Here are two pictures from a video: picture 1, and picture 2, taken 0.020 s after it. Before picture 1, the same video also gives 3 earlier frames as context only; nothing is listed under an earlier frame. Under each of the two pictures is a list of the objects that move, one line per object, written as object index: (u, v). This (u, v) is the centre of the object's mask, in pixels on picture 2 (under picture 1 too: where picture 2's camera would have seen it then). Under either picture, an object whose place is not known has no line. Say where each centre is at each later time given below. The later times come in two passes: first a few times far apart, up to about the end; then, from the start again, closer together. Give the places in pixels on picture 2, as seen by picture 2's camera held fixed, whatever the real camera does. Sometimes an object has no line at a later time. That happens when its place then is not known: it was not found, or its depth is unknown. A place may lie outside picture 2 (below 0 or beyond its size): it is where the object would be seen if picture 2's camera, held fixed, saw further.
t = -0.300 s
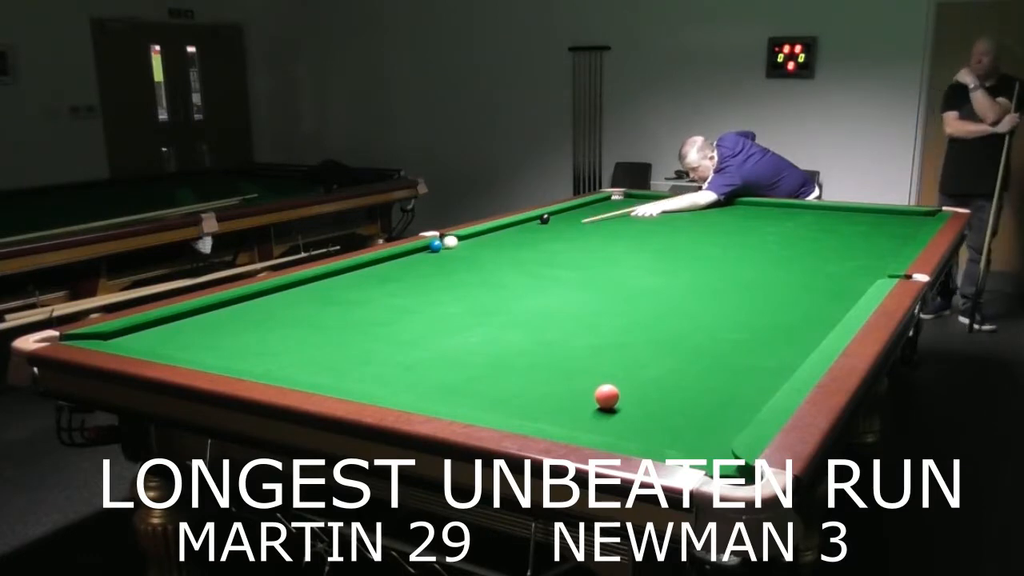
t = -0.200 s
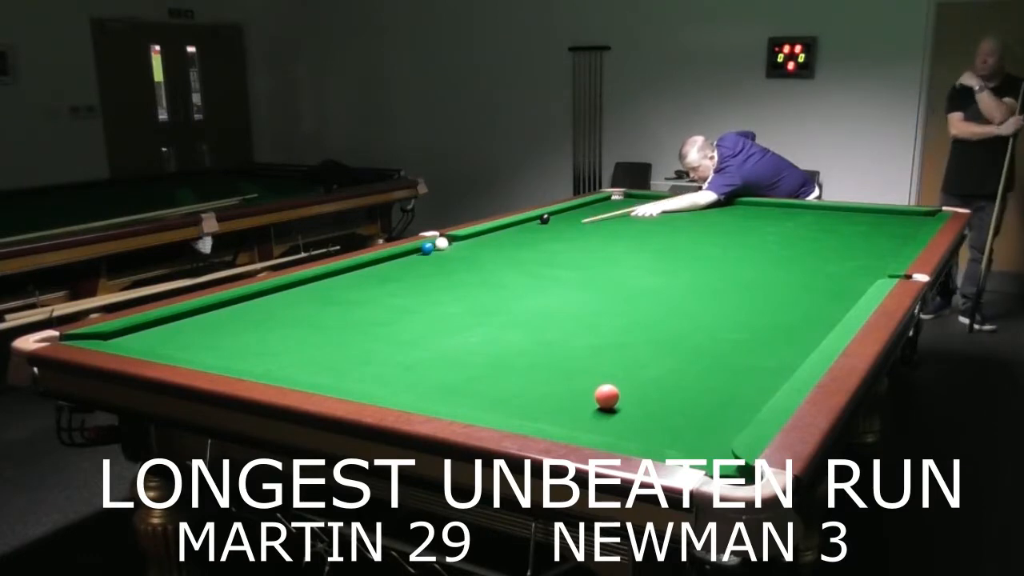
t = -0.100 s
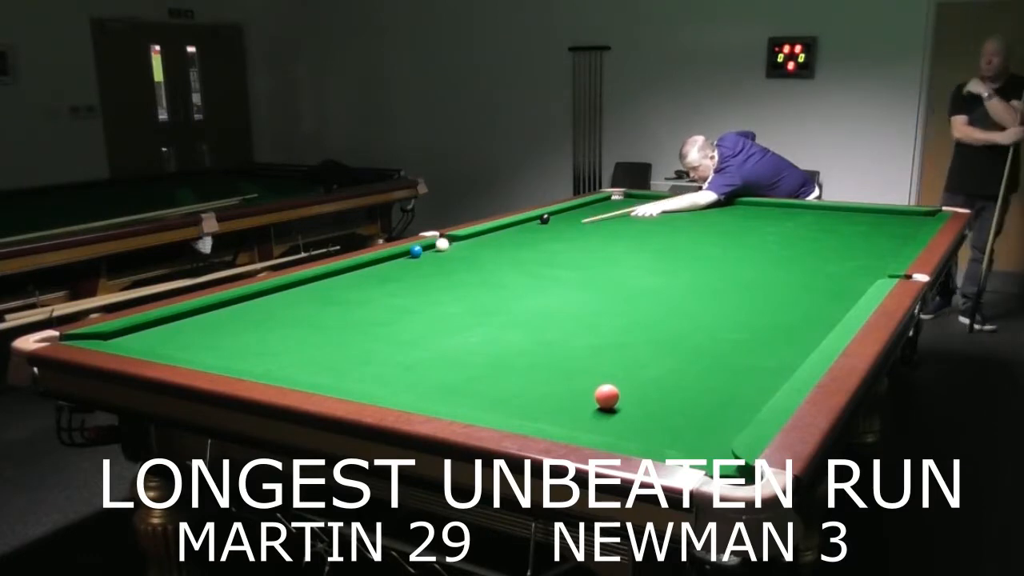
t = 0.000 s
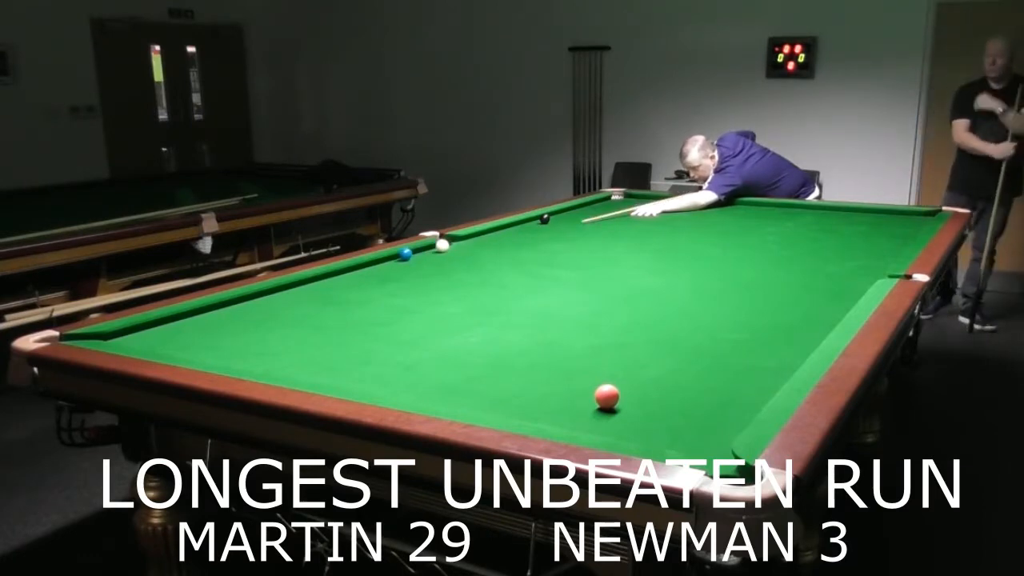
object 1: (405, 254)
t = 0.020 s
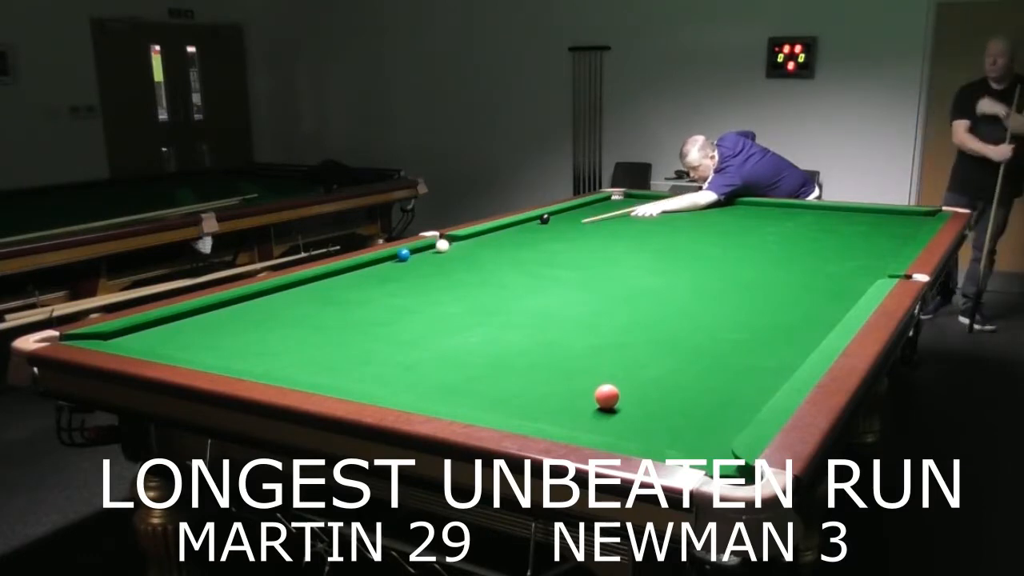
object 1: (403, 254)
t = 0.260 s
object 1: (377, 262)
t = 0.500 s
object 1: (351, 269)
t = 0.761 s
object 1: (321, 277)
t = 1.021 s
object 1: (291, 286)
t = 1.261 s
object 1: (261, 294)
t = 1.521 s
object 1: (228, 303)
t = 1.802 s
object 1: (191, 313)
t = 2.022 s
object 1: (159, 322)
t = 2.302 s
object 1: (123, 332)
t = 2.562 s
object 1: (89, 336)
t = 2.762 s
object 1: (76, 338)
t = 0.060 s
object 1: (398, 255)
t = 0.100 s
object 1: (395, 257)
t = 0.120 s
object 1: (392, 257)
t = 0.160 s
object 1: (388, 258)
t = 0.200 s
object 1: (384, 260)
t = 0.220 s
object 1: (381, 260)
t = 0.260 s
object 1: (377, 262)
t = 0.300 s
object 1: (373, 263)
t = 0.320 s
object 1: (371, 263)
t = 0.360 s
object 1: (366, 265)
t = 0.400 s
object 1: (362, 266)
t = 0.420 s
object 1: (360, 267)
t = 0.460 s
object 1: (355, 268)
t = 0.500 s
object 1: (351, 269)
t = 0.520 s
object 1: (349, 270)
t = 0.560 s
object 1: (344, 271)
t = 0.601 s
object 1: (339, 272)
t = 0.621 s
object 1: (337, 273)
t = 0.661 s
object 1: (332, 274)
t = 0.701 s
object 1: (328, 275)
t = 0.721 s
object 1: (326, 276)
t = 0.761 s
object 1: (321, 277)
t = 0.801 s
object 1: (316, 279)
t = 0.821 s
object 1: (314, 280)
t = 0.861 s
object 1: (310, 281)
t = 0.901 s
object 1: (305, 282)
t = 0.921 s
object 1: (303, 283)
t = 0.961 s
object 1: (297, 284)
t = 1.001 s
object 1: (293, 285)
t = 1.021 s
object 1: (291, 286)
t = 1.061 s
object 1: (286, 287)
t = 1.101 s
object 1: (281, 289)
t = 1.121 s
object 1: (278, 289)
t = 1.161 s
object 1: (273, 291)
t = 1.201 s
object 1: (268, 292)
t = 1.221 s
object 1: (266, 293)
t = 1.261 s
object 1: (261, 294)
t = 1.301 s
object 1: (256, 296)
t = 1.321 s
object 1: (254, 296)
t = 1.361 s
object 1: (248, 298)
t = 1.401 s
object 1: (244, 299)
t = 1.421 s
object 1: (241, 300)
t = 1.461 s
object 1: (236, 301)
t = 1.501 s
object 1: (231, 303)
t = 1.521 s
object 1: (228, 303)
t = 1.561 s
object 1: (223, 305)
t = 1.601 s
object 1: (218, 306)
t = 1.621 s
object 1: (215, 307)
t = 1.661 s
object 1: (210, 309)
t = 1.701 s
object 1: (205, 310)
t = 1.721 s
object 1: (202, 310)
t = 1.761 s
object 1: (197, 312)
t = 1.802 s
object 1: (191, 313)
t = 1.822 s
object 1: (186, 315)
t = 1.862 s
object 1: (183, 315)
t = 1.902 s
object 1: (178, 317)
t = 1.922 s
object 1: (173, 319)
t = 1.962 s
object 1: (169, 319)
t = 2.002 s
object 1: (164, 321)
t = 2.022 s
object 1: (159, 322)
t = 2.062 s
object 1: (156, 323)
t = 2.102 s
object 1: (151, 325)
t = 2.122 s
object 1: (145, 326)
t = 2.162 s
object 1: (142, 327)
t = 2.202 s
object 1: (137, 328)
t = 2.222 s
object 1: (131, 330)
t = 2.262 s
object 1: (129, 331)
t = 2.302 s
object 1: (123, 332)
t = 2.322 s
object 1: (118, 333)
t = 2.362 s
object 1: (115, 333)
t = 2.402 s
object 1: (110, 334)
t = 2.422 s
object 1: (104, 335)
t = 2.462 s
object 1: (101, 335)
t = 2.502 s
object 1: (96, 335)
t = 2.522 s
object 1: (90, 336)
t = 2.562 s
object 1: (89, 336)
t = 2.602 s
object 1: (88, 336)
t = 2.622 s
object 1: (86, 336)
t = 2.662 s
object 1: (85, 336)
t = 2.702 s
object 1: (83, 336)
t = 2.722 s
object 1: (79, 337)
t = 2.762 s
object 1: (76, 338)
